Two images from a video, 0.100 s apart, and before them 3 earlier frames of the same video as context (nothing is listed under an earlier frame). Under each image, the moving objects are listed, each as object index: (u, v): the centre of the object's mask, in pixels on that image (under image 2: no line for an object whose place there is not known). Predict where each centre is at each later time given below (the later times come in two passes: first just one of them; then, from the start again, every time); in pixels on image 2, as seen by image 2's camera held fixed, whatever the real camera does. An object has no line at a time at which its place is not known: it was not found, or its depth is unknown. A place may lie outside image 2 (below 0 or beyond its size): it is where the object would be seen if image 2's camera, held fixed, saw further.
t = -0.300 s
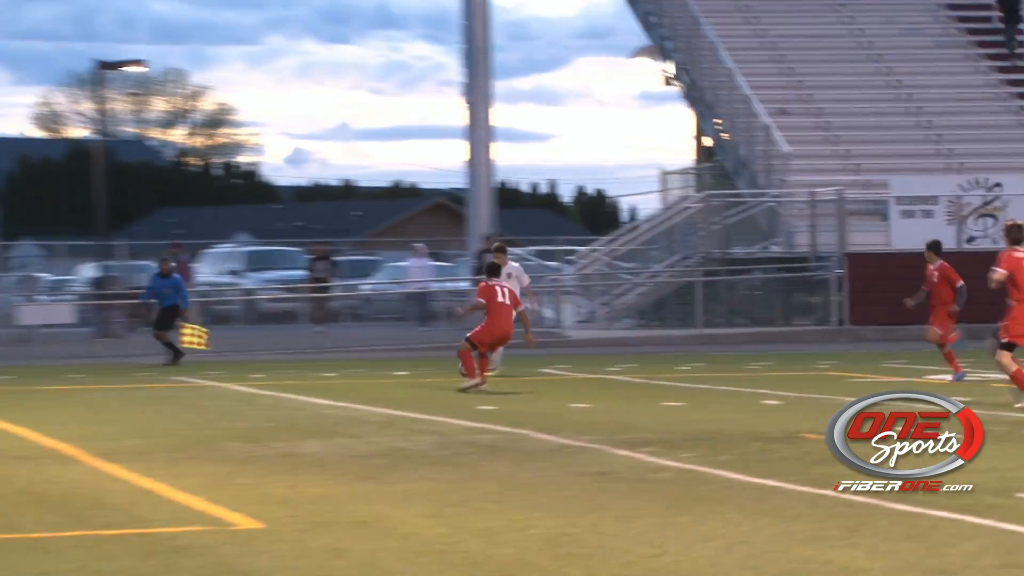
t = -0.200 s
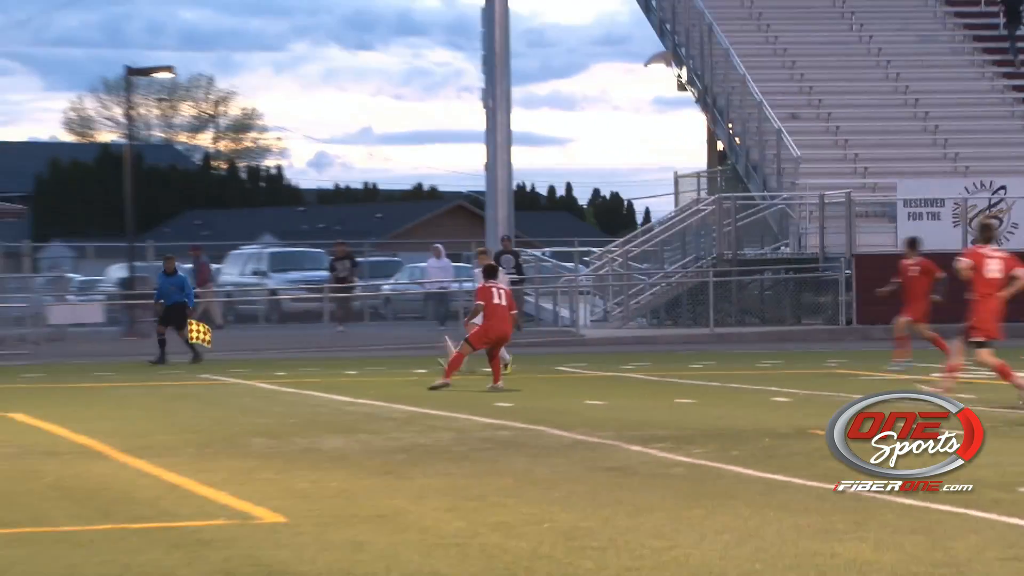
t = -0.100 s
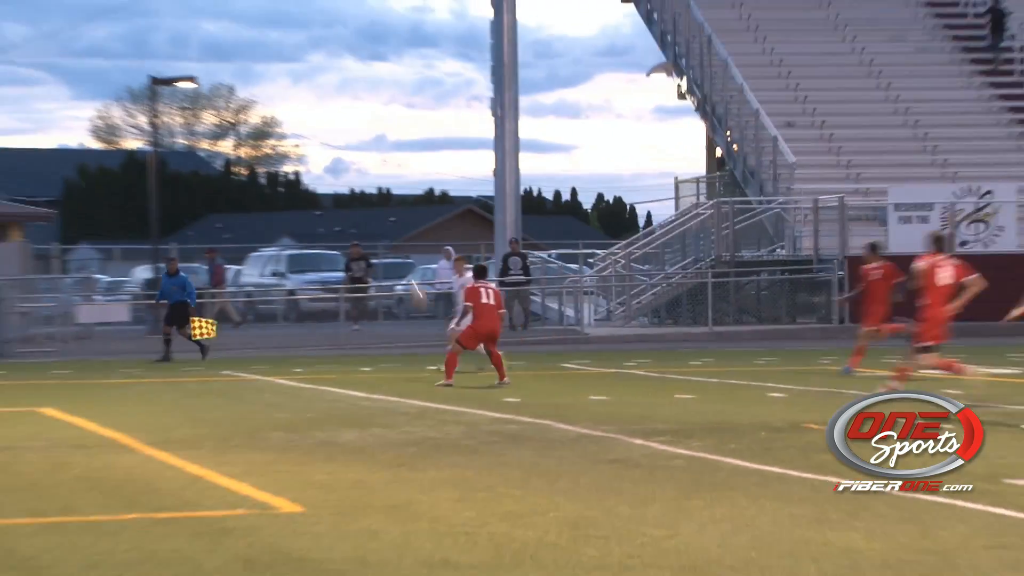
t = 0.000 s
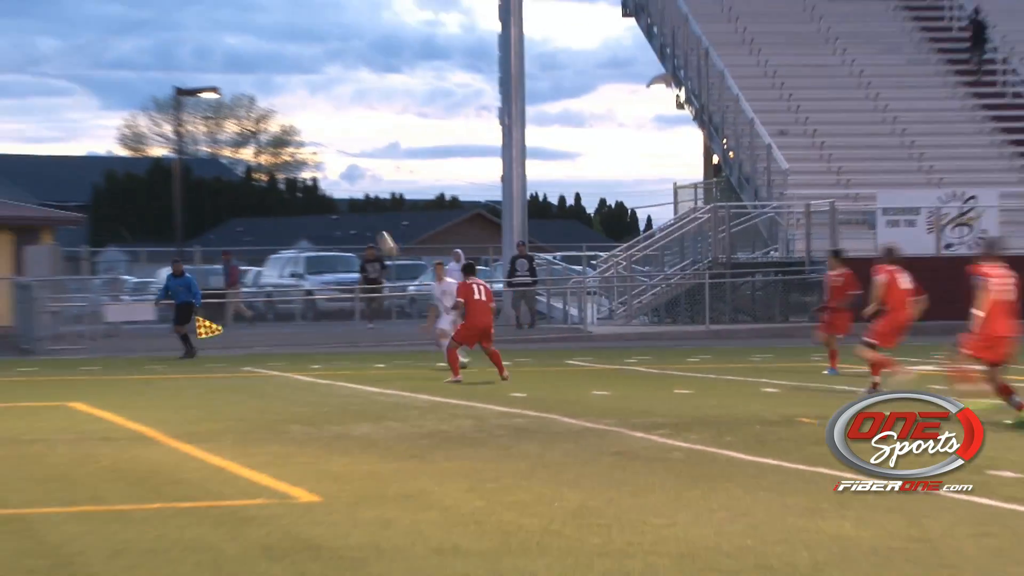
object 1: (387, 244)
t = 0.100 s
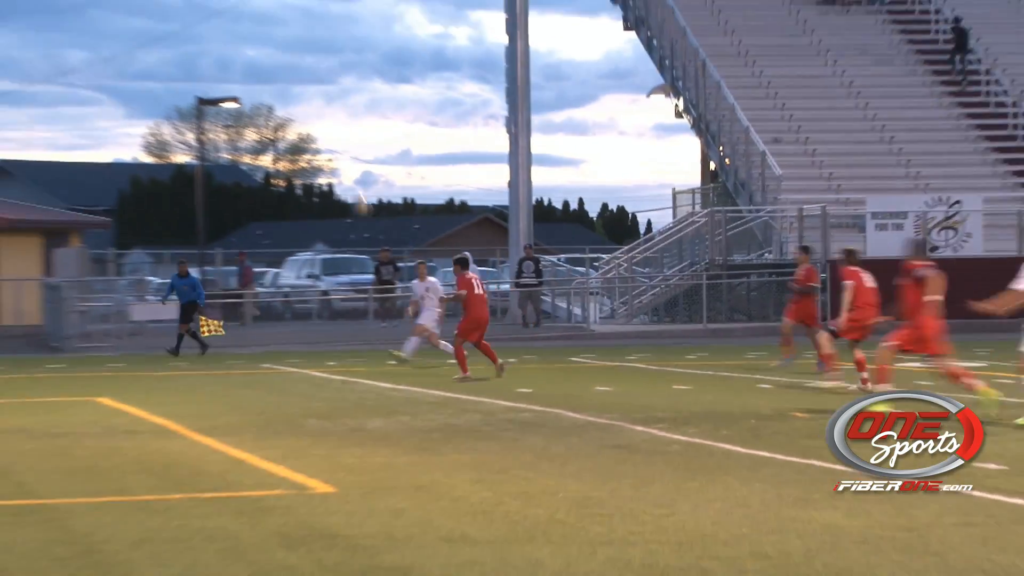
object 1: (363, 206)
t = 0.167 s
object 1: (341, 180)
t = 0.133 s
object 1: (351, 191)
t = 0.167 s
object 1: (341, 180)
